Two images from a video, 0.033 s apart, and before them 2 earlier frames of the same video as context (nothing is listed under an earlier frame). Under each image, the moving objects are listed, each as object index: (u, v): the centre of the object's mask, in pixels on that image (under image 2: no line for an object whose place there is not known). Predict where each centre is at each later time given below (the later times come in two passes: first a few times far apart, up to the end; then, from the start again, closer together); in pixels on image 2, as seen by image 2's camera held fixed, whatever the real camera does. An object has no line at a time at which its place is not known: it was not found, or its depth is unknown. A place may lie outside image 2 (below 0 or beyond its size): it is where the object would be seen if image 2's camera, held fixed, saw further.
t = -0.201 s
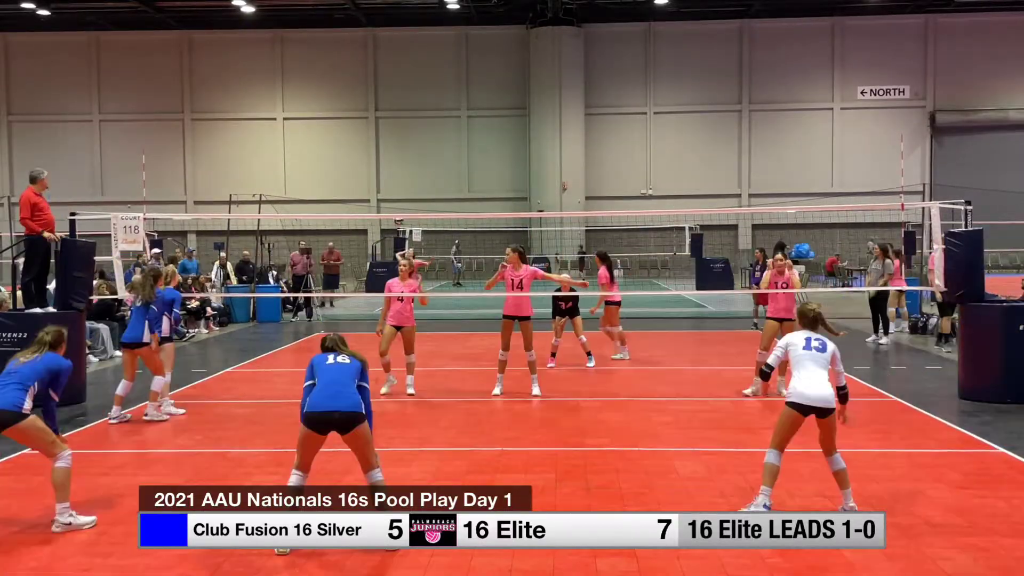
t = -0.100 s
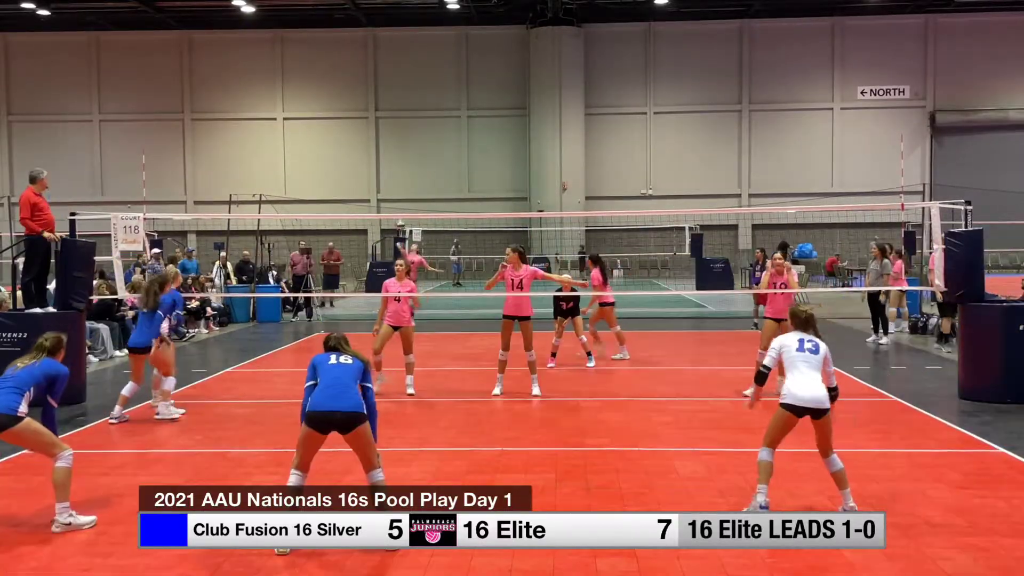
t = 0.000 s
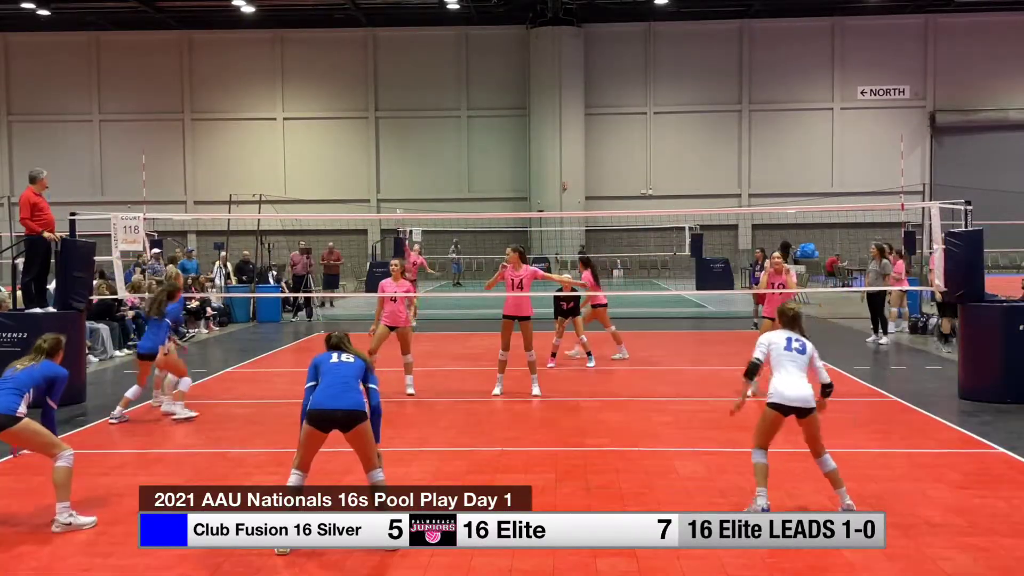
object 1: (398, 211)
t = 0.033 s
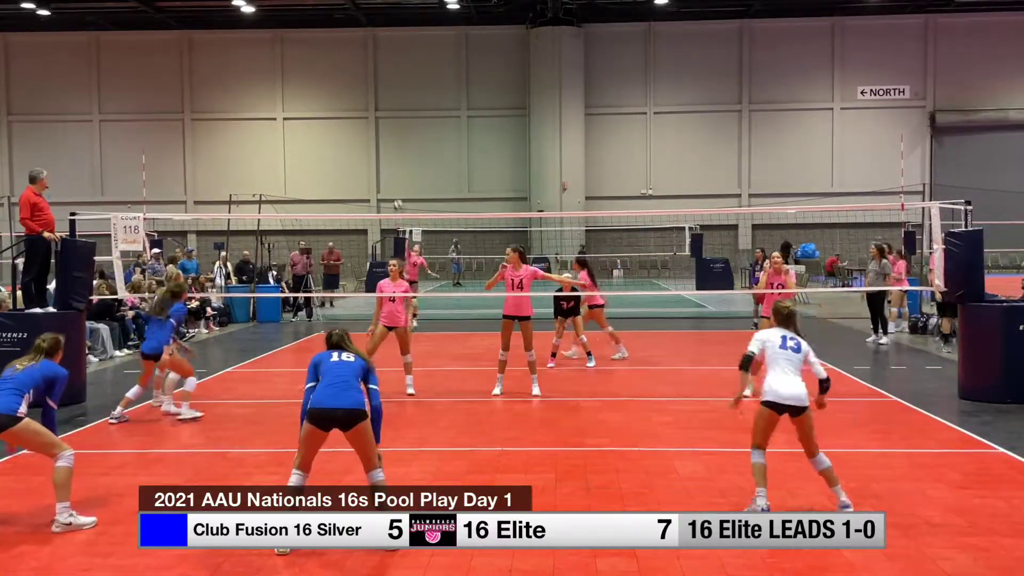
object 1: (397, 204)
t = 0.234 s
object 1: (388, 162)
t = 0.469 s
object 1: (373, 130)
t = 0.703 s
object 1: (354, 133)
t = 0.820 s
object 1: (343, 153)
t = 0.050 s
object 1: (397, 201)
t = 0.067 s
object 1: (396, 197)
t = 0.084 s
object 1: (396, 193)
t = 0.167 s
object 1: (391, 175)
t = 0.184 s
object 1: (390, 171)
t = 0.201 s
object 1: (389, 168)
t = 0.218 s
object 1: (388, 164)
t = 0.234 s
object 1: (388, 162)
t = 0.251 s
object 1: (387, 159)
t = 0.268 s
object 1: (386, 156)
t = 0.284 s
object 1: (385, 153)
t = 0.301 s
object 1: (384, 150)
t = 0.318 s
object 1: (383, 149)
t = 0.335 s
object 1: (382, 147)
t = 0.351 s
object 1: (381, 144)
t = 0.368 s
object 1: (380, 142)
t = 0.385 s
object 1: (379, 139)
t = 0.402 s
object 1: (378, 137)
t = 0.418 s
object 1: (377, 136)
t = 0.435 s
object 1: (375, 134)
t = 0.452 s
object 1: (374, 131)
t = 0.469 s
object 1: (373, 130)
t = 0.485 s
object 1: (372, 129)
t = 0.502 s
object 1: (370, 128)
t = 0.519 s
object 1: (369, 128)
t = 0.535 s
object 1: (367, 127)
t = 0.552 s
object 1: (366, 127)
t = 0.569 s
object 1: (364, 127)
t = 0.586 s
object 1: (363, 126)
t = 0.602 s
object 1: (362, 127)
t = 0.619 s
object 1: (360, 127)
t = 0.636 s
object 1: (359, 127)
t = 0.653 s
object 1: (358, 128)
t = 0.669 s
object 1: (357, 129)
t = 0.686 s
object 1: (355, 131)
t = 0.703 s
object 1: (354, 133)
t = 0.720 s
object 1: (353, 135)
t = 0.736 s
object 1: (351, 137)
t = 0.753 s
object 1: (350, 140)
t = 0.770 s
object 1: (348, 143)
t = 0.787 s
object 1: (346, 145)
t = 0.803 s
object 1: (344, 149)
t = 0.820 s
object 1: (343, 153)
